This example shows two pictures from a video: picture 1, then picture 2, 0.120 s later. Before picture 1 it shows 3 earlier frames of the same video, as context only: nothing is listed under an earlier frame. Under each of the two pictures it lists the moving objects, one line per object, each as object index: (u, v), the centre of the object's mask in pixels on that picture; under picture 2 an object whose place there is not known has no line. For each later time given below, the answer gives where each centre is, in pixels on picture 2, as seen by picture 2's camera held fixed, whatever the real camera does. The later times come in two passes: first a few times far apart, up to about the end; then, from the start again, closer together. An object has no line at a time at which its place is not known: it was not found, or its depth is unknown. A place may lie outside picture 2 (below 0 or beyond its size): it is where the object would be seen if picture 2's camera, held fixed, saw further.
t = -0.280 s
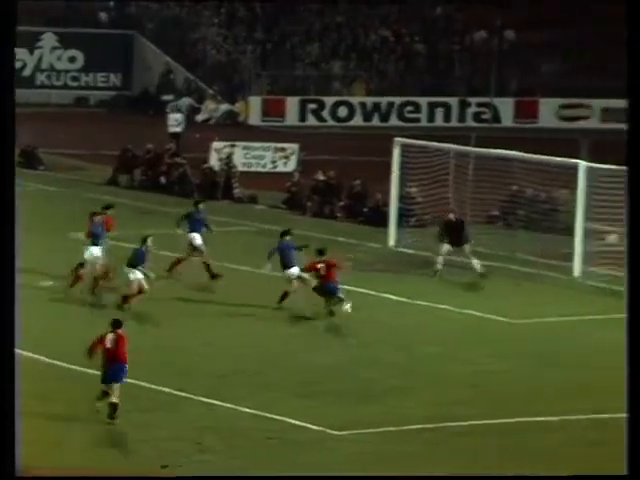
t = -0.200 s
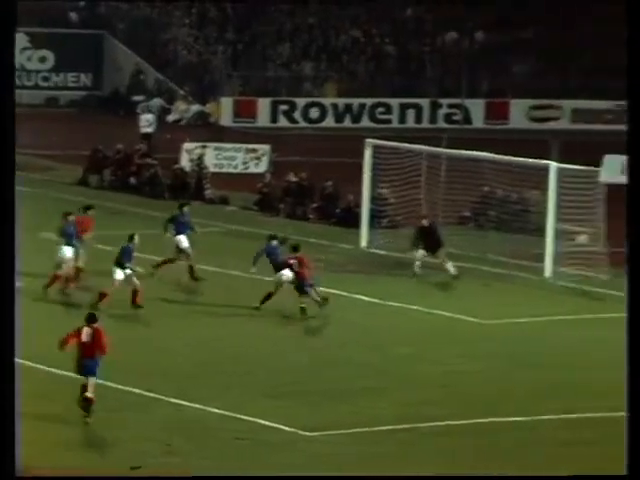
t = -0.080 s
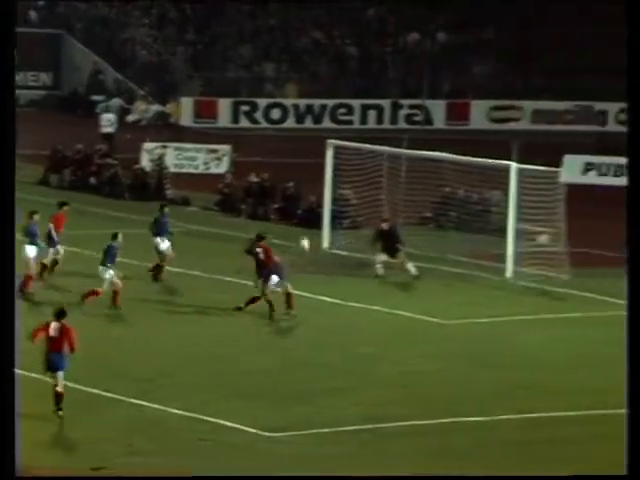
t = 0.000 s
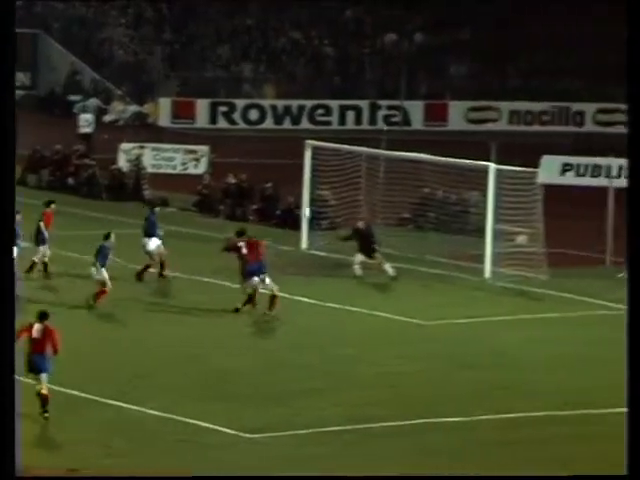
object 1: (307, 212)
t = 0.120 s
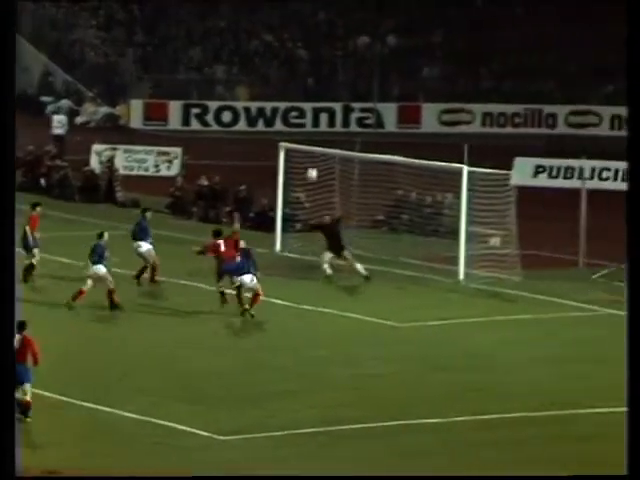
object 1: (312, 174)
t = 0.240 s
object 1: (344, 140)
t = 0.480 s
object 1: (408, 90)
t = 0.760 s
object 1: (480, 68)
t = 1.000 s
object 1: (542, 79)
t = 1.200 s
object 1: (594, 111)
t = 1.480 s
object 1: (667, 190)
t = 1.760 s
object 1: (738, 305)
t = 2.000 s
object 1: (790, 360)
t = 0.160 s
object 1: (323, 162)
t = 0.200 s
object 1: (333, 149)
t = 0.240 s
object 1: (344, 140)
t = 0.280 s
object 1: (355, 130)
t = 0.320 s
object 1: (366, 119)
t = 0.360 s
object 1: (376, 110)
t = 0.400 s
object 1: (387, 103)
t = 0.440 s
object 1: (397, 96)
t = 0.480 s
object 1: (408, 90)
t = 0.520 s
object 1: (418, 85)
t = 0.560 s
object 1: (428, 79)
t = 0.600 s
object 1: (438, 76)
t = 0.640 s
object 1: (449, 73)
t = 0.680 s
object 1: (460, 70)
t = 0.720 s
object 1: (470, 68)
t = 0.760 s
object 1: (480, 68)
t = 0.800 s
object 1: (490, 68)
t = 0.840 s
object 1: (501, 68)
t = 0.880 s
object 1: (511, 70)
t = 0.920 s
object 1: (521, 72)
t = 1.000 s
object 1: (542, 79)
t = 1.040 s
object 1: (552, 84)
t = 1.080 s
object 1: (562, 89)
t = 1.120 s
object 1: (573, 96)
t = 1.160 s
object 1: (583, 103)
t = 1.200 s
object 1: (594, 111)
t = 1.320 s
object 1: (625, 141)
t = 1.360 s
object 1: (635, 152)
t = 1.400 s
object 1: (645, 163)
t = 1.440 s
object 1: (656, 176)
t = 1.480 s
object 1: (667, 190)
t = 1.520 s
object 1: (677, 205)
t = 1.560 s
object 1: (687, 219)
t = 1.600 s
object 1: (697, 235)
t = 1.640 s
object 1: (708, 252)
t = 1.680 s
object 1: (718, 269)
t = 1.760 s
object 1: (738, 305)
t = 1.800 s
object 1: (751, 324)
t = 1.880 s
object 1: (772, 365)
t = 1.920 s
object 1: (782, 382)
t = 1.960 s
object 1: (786, 370)
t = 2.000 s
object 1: (790, 360)
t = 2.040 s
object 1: (795, 352)
